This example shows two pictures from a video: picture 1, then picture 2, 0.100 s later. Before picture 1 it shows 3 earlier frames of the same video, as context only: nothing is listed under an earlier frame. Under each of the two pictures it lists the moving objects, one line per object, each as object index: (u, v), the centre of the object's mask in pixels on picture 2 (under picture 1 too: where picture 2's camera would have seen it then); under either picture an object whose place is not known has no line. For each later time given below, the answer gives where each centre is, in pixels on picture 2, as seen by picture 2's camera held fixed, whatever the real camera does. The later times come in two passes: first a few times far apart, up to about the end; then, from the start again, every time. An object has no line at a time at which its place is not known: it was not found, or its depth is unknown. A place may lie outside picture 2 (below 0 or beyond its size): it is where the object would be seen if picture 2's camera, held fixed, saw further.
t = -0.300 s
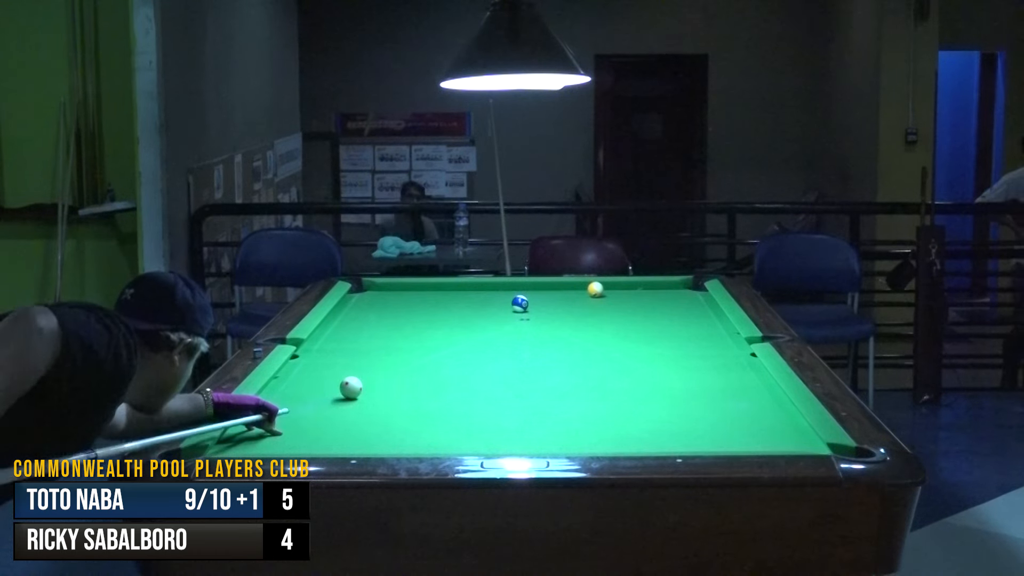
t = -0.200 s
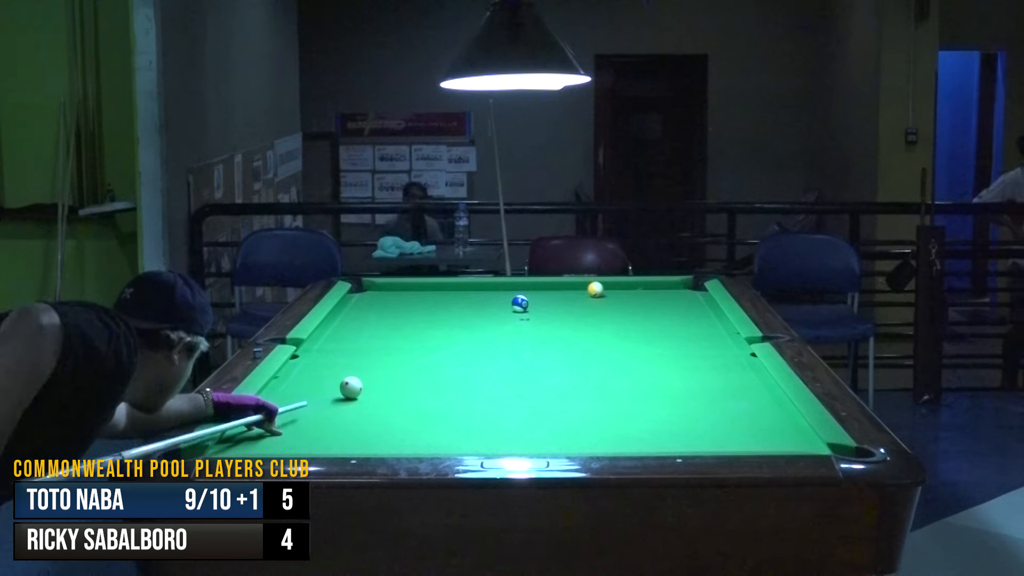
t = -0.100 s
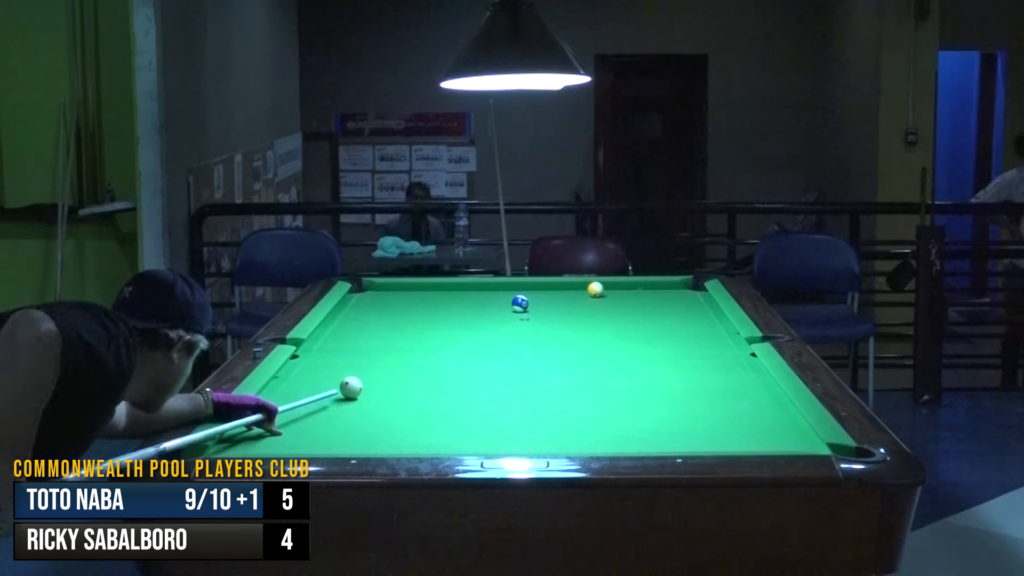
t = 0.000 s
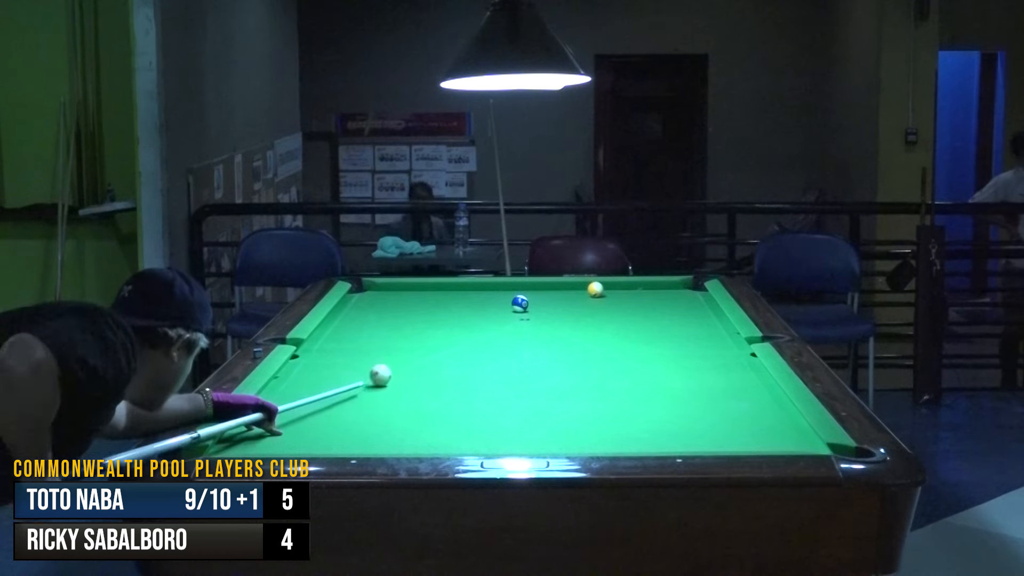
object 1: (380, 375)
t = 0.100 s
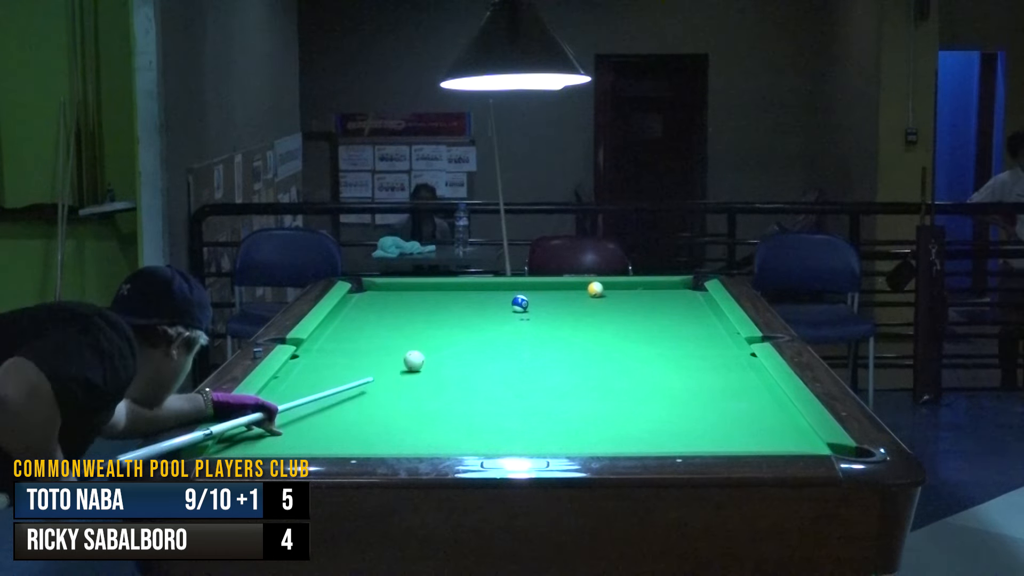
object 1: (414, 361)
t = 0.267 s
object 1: (457, 343)
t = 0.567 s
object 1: (521, 315)
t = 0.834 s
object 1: (568, 296)
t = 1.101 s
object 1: (569, 286)
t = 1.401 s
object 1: (560, 295)
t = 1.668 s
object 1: (552, 302)
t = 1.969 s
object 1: (542, 312)
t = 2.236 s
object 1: (532, 320)
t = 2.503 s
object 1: (522, 329)
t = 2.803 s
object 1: (510, 339)
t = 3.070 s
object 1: (499, 348)
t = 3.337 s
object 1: (486, 358)
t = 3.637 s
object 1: (472, 369)
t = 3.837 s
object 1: (462, 377)
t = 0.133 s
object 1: (423, 357)
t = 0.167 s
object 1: (432, 353)
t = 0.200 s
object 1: (441, 349)
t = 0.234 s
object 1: (449, 346)
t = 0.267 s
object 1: (457, 343)
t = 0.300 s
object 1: (465, 339)
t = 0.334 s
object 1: (473, 336)
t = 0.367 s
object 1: (480, 333)
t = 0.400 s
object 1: (487, 330)
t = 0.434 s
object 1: (494, 327)
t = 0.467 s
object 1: (502, 324)
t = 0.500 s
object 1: (508, 321)
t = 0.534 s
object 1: (515, 318)
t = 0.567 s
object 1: (521, 315)
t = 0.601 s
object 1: (528, 313)
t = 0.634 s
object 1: (534, 310)
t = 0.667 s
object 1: (540, 308)
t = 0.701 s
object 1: (545, 305)
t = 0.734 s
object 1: (551, 303)
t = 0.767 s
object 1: (557, 300)
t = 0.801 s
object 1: (562, 298)
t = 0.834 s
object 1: (568, 296)
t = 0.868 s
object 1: (573, 294)
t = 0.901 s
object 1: (578, 291)
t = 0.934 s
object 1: (578, 290)
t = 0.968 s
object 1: (576, 288)
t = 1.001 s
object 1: (573, 286)
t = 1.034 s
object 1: (571, 285)
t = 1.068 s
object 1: (570, 285)
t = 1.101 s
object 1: (569, 286)
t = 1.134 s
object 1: (568, 287)
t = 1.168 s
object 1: (568, 288)
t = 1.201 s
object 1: (567, 289)
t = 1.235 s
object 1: (566, 290)
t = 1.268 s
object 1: (565, 291)
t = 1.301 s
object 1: (564, 292)
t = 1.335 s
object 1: (563, 293)
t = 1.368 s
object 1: (561, 294)
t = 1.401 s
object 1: (560, 295)
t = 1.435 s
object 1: (560, 296)
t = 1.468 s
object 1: (559, 296)
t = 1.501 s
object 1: (558, 298)
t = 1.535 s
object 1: (556, 298)
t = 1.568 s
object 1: (555, 299)
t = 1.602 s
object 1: (554, 300)
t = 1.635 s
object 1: (553, 302)
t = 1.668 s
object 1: (552, 302)
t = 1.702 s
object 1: (551, 304)
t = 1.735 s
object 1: (550, 305)
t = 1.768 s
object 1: (549, 306)
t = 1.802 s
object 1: (548, 307)
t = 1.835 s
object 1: (547, 308)
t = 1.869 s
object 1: (545, 309)
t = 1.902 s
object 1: (544, 310)
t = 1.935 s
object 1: (543, 311)
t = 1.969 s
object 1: (542, 312)
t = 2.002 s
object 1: (541, 313)
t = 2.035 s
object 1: (540, 314)
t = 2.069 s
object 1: (538, 315)
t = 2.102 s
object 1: (537, 316)
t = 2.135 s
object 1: (536, 317)
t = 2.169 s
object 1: (535, 318)
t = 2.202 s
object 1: (533, 319)
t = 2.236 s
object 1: (532, 320)
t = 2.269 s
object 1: (531, 321)
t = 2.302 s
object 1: (530, 322)
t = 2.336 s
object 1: (528, 323)
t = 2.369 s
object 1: (527, 325)
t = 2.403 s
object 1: (526, 326)
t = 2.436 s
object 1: (525, 327)
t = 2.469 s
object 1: (523, 328)
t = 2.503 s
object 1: (522, 329)
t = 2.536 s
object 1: (521, 330)
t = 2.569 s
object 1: (520, 331)
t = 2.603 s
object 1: (518, 332)
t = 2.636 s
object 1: (517, 334)
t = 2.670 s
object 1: (515, 335)
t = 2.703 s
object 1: (514, 336)
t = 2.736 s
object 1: (513, 337)
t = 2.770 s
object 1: (511, 338)
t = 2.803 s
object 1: (510, 339)
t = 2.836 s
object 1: (508, 340)
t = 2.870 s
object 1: (507, 341)
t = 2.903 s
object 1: (506, 343)
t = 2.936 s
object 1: (504, 344)
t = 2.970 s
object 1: (503, 345)
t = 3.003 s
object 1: (501, 346)
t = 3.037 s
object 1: (500, 347)
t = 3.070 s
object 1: (499, 348)
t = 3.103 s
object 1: (497, 350)
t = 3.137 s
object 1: (496, 351)
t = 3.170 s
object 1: (494, 352)
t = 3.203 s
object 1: (493, 353)
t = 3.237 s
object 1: (491, 354)
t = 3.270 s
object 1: (490, 355)
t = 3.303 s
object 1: (488, 357)
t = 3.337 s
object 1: (486, 358)
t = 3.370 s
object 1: (485, 360)
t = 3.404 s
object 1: (484, 361)
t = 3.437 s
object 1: (482, 362)
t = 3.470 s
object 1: (480, 363)
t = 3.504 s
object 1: (479, 364)
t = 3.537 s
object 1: (477, 366)
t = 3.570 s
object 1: (476, 367)
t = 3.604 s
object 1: (474, 368)
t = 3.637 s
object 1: (472, 369)
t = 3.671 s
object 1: (471, 371)
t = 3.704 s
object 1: (469, 372)
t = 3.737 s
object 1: (468, 373)
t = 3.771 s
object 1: (466, 375)
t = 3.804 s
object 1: (464, 376)
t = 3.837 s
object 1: (462, 377)
